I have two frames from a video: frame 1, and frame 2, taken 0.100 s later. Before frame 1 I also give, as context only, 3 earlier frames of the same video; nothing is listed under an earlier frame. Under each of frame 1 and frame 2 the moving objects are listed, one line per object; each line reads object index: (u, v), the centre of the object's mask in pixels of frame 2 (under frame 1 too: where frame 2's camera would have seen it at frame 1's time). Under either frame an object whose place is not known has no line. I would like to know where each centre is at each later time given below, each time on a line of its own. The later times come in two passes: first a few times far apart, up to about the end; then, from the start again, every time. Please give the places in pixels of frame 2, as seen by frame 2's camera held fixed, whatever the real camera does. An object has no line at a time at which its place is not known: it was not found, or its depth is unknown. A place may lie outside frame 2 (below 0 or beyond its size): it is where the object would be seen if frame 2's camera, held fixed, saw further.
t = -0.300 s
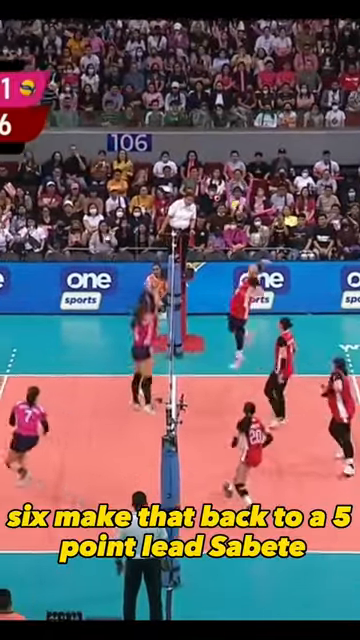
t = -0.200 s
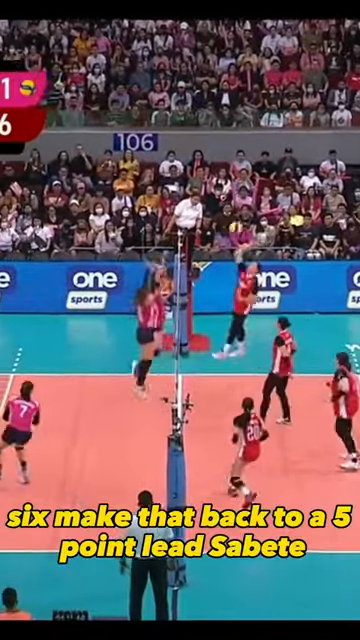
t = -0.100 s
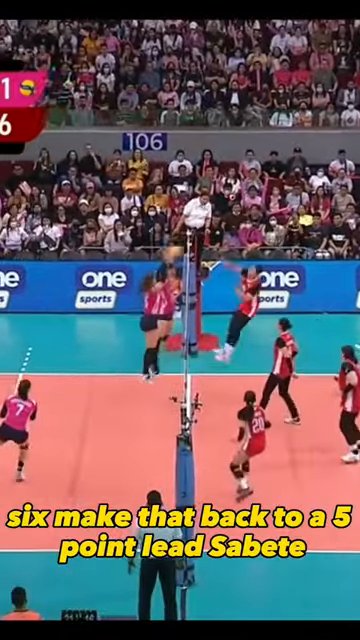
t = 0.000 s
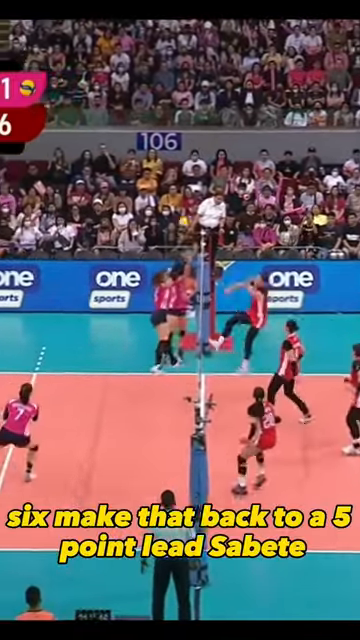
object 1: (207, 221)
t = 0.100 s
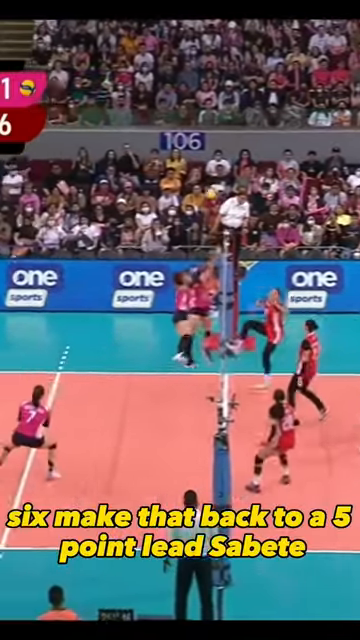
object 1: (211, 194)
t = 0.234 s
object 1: (216, 169)
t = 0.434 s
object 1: (223, 143)
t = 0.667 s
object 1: (231, 148)
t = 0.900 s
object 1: (238, 189)
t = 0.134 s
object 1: (214, 185)
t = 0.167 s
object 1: (214, 177)
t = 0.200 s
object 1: (215, 172)
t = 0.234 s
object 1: (216, 169)
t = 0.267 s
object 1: (219, 157)
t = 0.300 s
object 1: (220, 154)
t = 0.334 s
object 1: (220, 151)
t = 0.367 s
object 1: (222, 147)
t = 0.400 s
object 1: (223, 145)
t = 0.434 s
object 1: (223, 143)
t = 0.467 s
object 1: (225, 142)
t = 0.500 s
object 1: (226, 142)
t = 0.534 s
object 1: (226, 142)
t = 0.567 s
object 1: (229, 141)
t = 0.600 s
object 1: (229, 144)
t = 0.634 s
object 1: (230, 146)
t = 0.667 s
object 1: (231, 148)
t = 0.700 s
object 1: (233, 152)
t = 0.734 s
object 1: (233, 157)
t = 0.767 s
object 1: (235, 162)
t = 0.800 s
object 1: (236, 166)
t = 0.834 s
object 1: (237, 173)
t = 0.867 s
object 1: (238, 182)
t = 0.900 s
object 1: (238, 189)
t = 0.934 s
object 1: (240, 197)
